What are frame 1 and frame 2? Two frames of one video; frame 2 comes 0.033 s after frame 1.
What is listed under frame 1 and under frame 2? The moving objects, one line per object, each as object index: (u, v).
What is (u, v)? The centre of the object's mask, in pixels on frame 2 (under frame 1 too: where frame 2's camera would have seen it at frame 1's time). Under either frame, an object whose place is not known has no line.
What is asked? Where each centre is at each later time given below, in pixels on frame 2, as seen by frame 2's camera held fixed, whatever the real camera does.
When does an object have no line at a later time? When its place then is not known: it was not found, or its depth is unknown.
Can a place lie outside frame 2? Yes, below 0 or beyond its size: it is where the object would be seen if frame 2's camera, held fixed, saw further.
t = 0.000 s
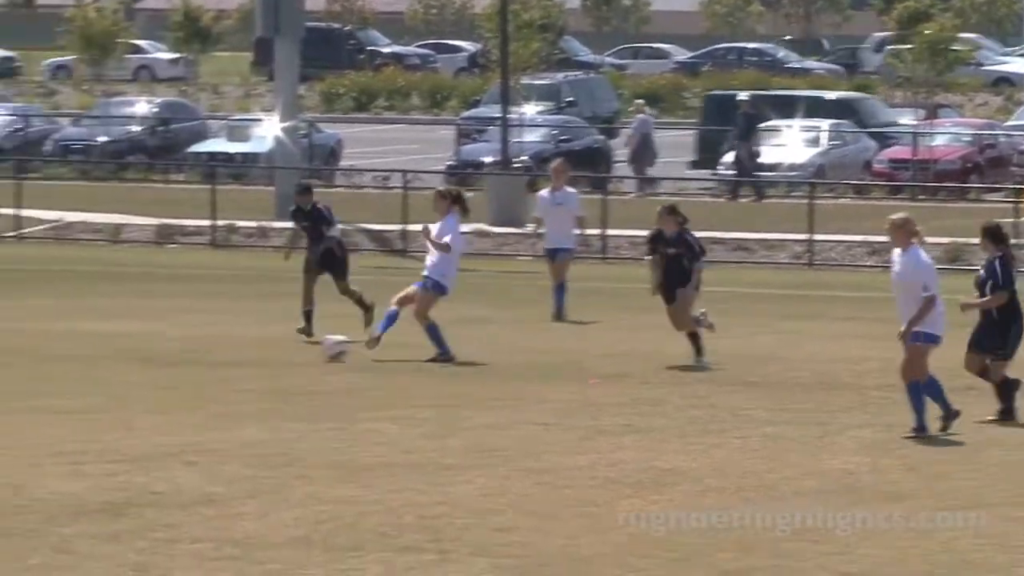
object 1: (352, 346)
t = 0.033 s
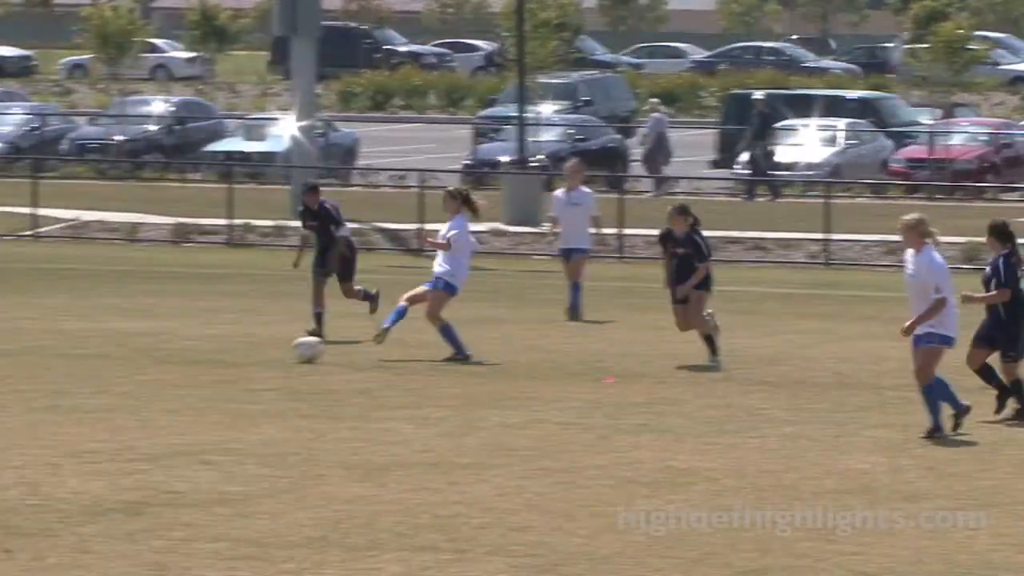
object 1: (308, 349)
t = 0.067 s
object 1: (265, 351)
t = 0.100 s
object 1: (225, 350)
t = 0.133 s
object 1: (183, 351)
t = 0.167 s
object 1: (143, 353)
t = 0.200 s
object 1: (103, 354)
